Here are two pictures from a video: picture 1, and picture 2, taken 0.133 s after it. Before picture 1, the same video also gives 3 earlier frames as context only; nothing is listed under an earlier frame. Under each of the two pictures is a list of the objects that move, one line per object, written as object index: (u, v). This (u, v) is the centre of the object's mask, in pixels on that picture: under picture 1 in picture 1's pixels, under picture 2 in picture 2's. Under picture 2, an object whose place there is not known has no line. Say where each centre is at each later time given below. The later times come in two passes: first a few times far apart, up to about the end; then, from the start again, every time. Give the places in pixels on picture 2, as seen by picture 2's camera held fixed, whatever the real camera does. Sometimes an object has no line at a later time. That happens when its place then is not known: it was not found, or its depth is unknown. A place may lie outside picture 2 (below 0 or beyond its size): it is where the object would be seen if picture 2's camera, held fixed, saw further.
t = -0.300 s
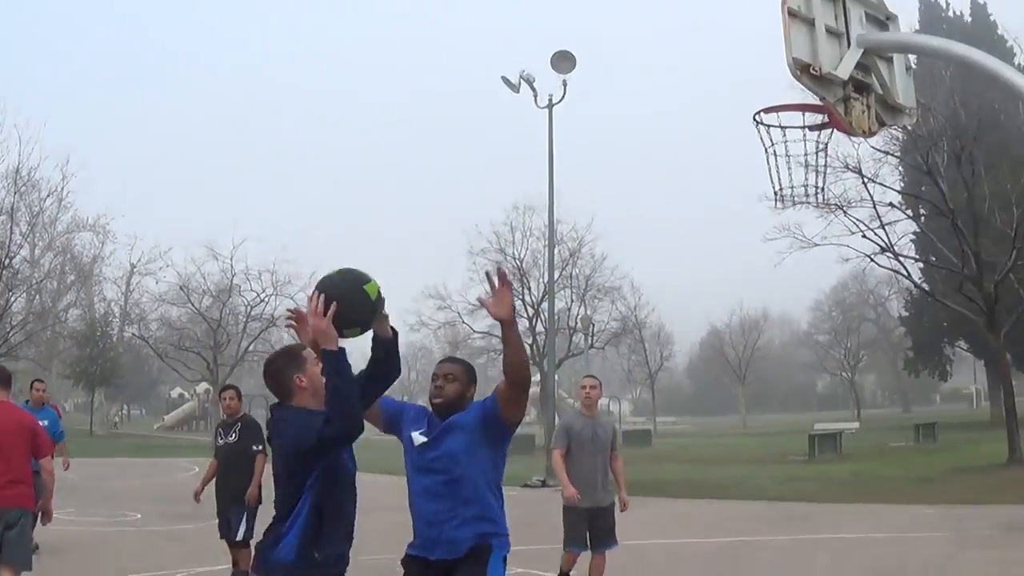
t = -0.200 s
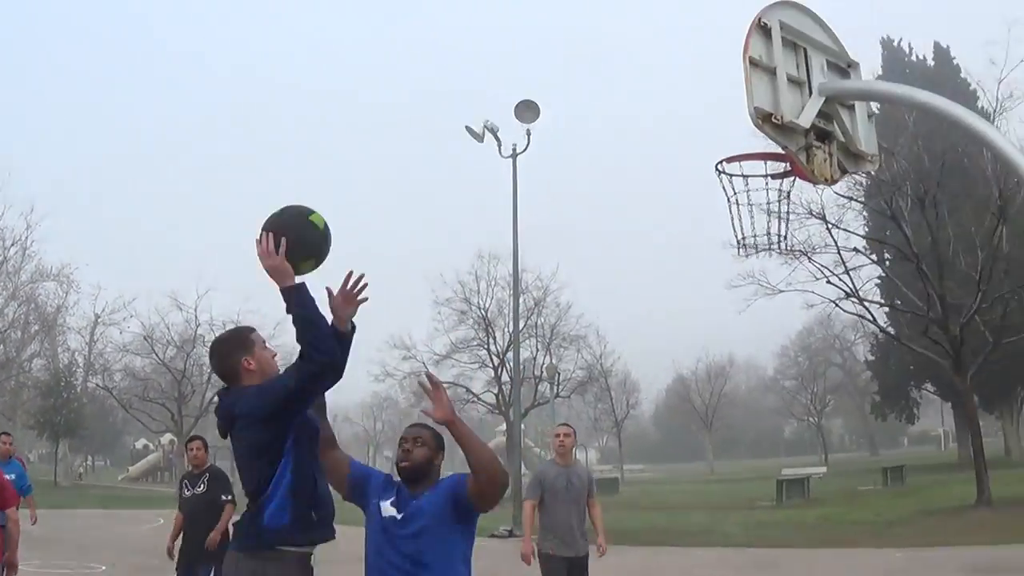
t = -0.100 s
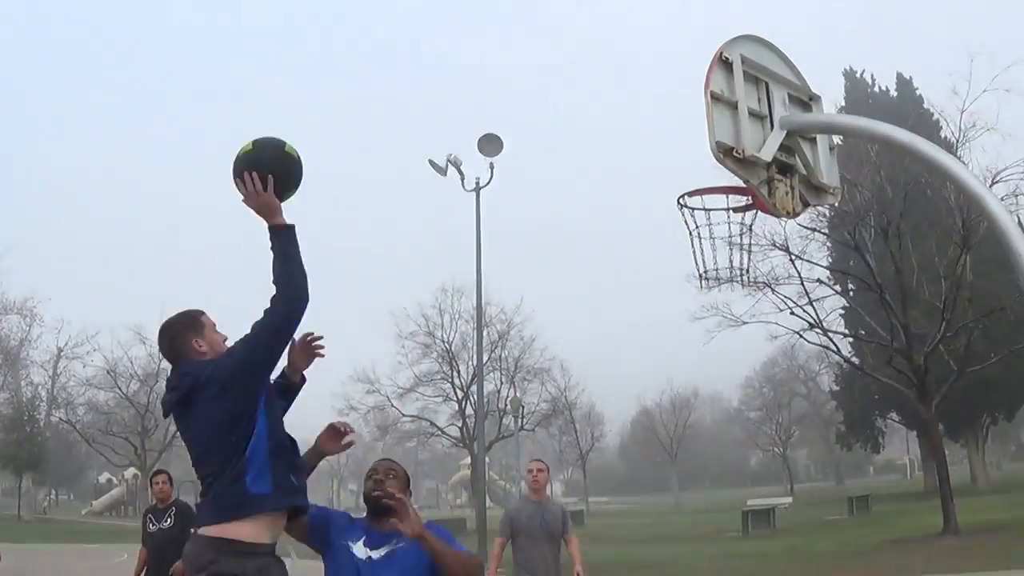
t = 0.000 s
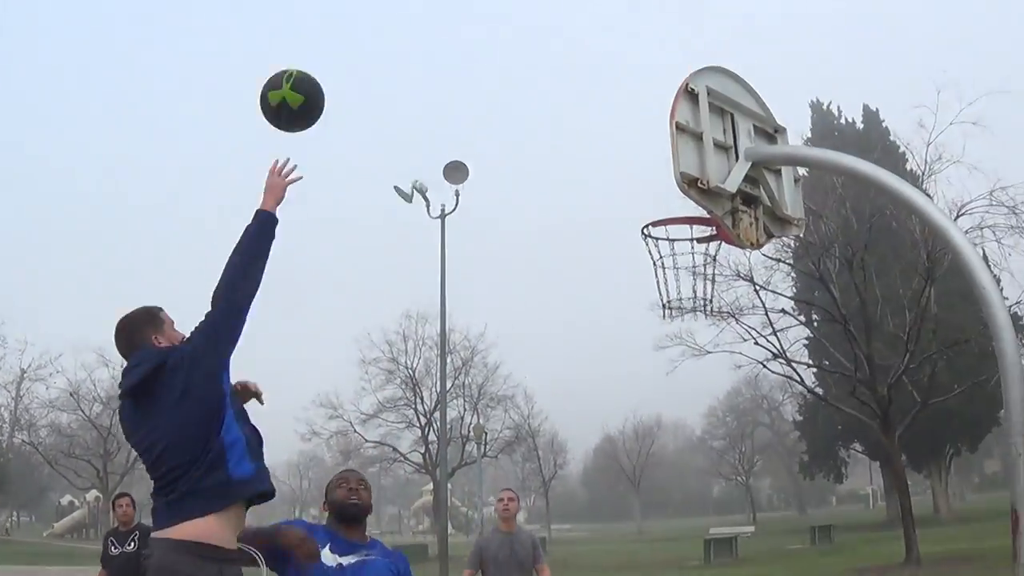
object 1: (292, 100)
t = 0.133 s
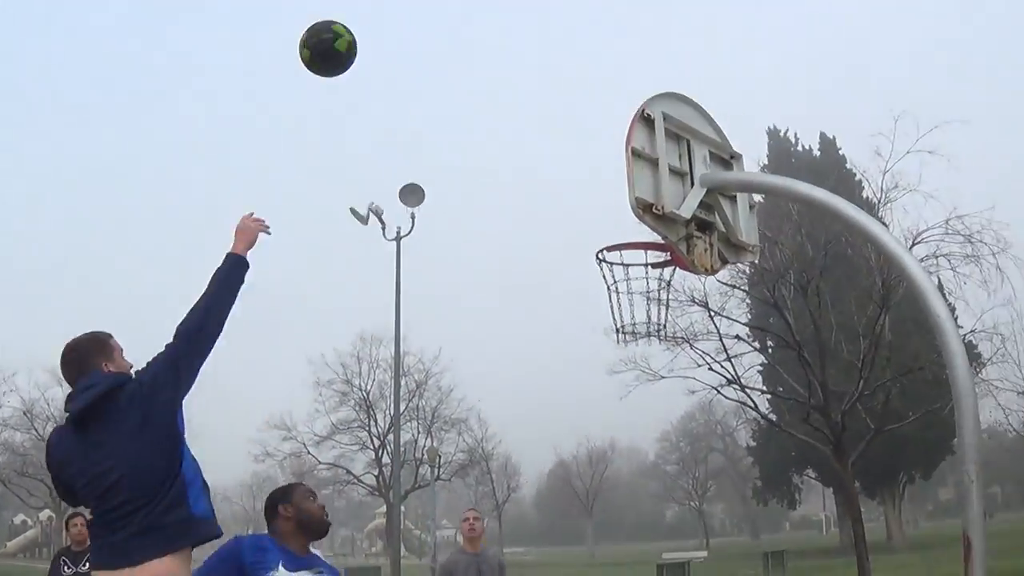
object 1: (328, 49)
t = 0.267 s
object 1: (395, 27)
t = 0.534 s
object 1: (491, 71)
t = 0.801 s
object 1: (573, 218)
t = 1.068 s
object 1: (456, 247)
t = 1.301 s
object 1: (338, 345)
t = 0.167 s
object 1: (346, 40)
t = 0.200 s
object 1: (362, 33)
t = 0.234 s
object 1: (379, 29)
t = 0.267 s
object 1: (395, 27)
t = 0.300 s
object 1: (409, 26)
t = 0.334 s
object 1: (423, 28)
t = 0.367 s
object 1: (437, 31)
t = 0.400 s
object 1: (448, 35)
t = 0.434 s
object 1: (459, 41)
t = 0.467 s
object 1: (470, 50)
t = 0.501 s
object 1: (481, 60)
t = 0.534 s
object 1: (491, 71)
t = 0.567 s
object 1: (502, 84)
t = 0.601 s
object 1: (513, 99)
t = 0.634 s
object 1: (523, 115)
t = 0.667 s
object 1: (534, 133)
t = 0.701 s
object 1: (544, 152)
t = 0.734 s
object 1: (554, 172)
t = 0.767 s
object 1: (563, 194)
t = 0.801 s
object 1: (573, 218)
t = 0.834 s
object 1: (578, 237)
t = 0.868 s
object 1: (561, 233)
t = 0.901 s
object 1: (543, 231)
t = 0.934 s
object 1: (526, 230)
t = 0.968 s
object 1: (508, 232)
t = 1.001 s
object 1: (491, 235)
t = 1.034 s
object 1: (474, 240)
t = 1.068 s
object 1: (456, 247)
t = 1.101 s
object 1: (439, 256)
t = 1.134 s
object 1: (422, 266)
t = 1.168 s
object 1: (405, 278)
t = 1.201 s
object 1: (388, 293)
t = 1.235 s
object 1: (371, 308)
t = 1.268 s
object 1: (355, 326)
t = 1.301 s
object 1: (338, 345)
